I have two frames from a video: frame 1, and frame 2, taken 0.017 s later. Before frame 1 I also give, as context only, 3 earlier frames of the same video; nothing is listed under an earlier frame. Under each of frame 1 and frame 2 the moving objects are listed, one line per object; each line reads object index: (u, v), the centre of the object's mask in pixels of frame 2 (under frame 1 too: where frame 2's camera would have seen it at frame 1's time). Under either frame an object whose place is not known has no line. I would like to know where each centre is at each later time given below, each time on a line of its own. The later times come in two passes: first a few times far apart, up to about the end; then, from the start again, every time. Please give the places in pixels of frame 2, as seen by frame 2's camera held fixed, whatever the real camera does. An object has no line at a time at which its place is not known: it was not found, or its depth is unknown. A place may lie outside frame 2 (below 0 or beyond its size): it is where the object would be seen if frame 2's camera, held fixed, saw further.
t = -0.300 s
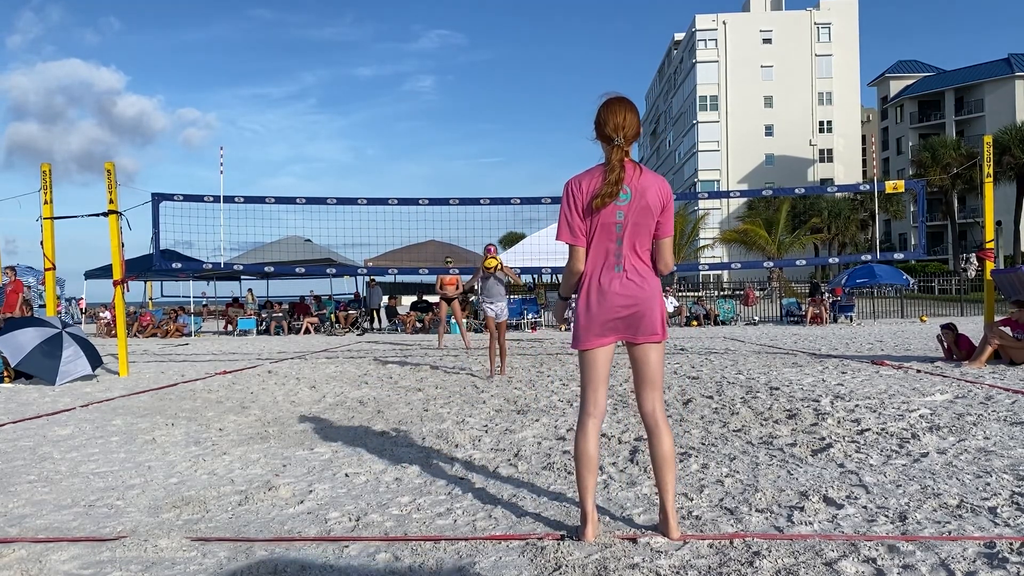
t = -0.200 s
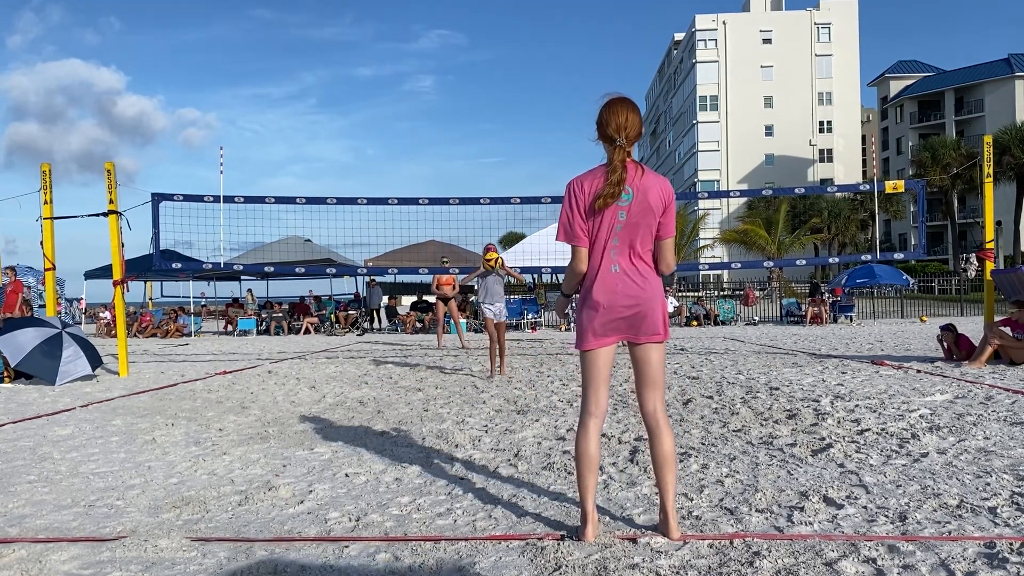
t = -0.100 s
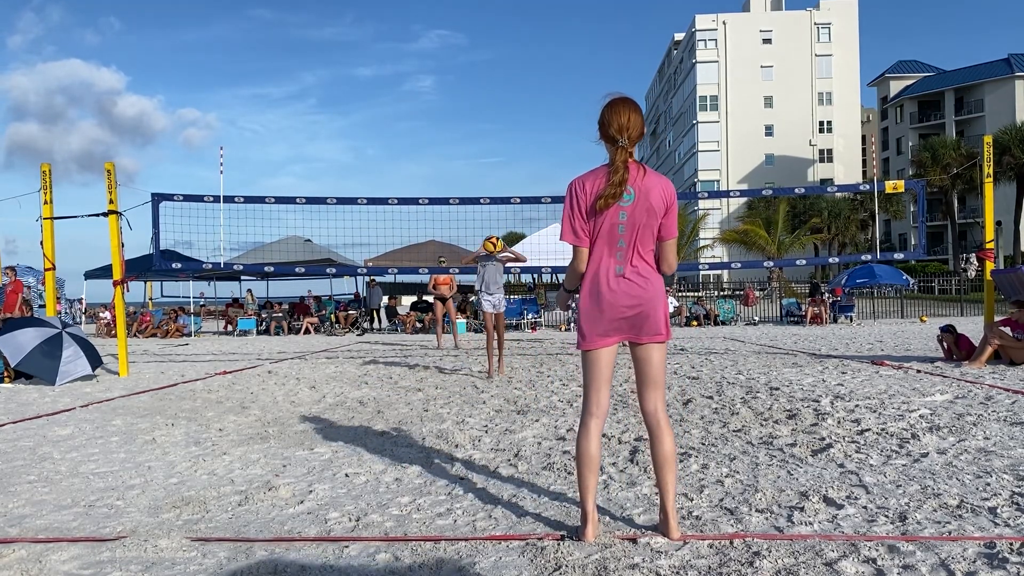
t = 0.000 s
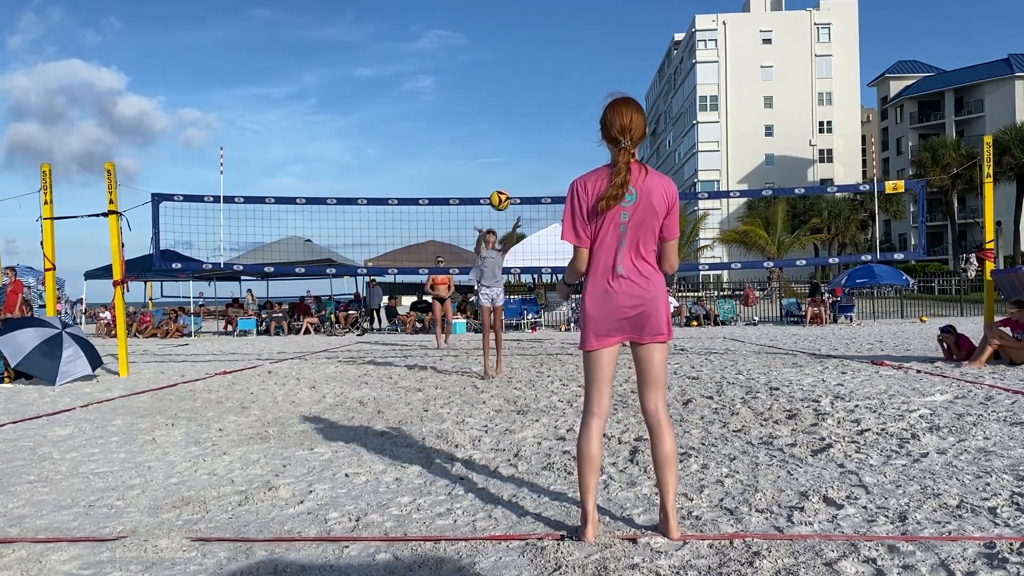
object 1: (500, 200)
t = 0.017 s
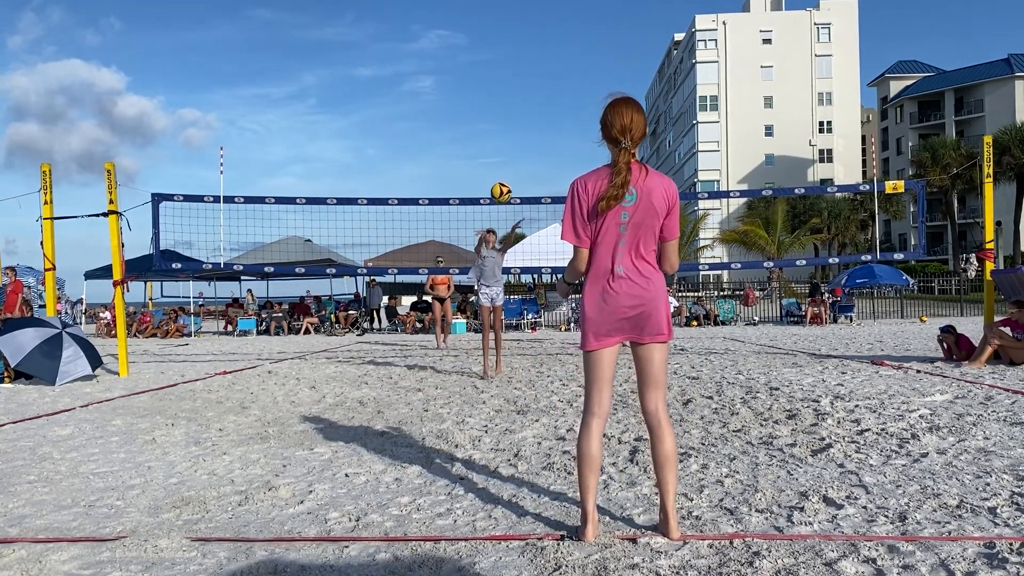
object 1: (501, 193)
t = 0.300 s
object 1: (526, 84)
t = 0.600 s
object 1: (564, 53)
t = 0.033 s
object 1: (502, 185)
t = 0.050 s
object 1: (504, 178)
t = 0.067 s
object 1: (505, 170)
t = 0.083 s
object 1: (506, 163)
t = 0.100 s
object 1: (508, 156)
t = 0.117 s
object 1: (509, 149)
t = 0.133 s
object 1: (510, 142)
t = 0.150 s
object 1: (512, 136)
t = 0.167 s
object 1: (513, 129)
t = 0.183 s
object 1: (515, 123)
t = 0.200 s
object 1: (517, 117)
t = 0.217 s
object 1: (518, 111)
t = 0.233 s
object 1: (520, 105)
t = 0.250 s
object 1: (521, 99)
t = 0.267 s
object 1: (523, 94)
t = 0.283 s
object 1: (525, 89)
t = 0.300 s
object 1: (526, 84)
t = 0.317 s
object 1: (528, 80)
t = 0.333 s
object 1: (530, 75)
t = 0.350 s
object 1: (532, 71)
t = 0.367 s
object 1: (533, 68)
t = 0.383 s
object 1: (536, 64)
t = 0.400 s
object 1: (537, 61)
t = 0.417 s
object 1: (539, 58)
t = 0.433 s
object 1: (541, 56)
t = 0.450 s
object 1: (543, 54)
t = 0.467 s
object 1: (546, 53)
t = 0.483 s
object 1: (548, 51)
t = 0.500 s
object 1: (550, 50)
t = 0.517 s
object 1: (552, 50)
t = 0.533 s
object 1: (555, 50)
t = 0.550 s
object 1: (557, 50)
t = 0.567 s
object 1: (559, 51)
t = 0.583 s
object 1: (562, 52)
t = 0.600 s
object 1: (564, 53)
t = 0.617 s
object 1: (567, 56)
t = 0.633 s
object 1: (570, 58)
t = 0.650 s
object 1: (573, 61)
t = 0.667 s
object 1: (575, 65)
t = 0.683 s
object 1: (578, 69)
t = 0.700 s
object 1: (581, 74)
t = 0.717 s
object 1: (584, 79)
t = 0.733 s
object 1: (587, 85)
